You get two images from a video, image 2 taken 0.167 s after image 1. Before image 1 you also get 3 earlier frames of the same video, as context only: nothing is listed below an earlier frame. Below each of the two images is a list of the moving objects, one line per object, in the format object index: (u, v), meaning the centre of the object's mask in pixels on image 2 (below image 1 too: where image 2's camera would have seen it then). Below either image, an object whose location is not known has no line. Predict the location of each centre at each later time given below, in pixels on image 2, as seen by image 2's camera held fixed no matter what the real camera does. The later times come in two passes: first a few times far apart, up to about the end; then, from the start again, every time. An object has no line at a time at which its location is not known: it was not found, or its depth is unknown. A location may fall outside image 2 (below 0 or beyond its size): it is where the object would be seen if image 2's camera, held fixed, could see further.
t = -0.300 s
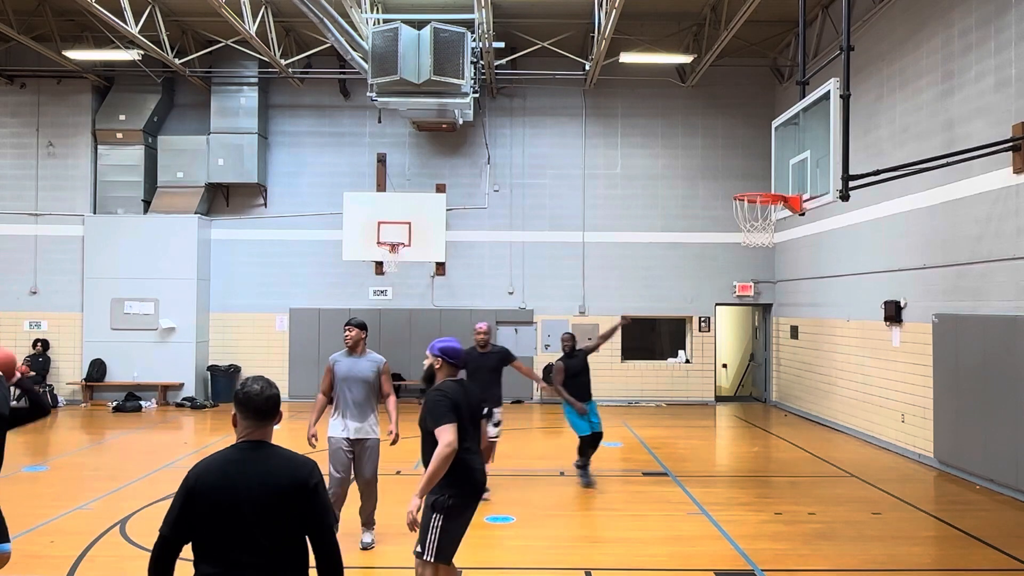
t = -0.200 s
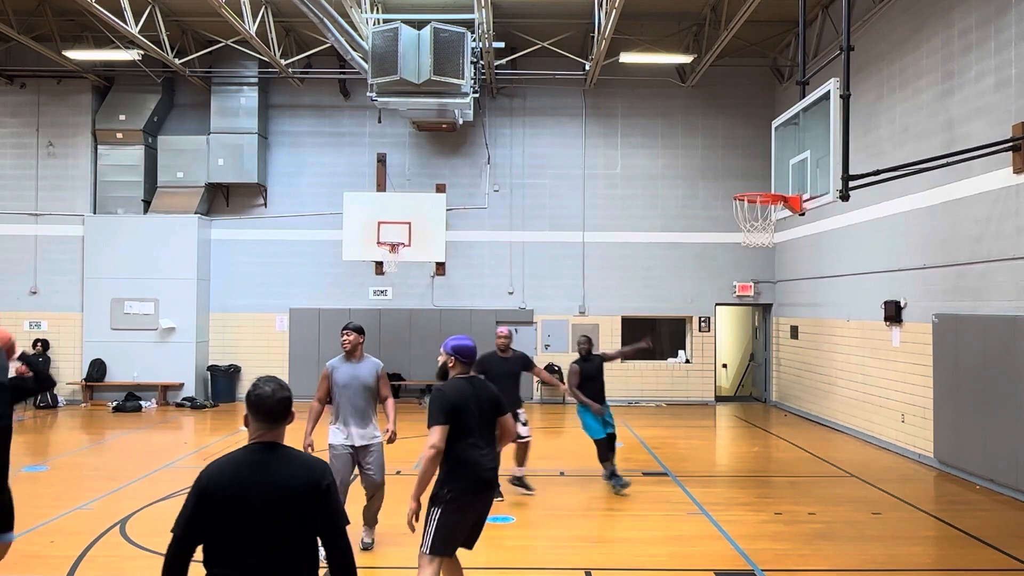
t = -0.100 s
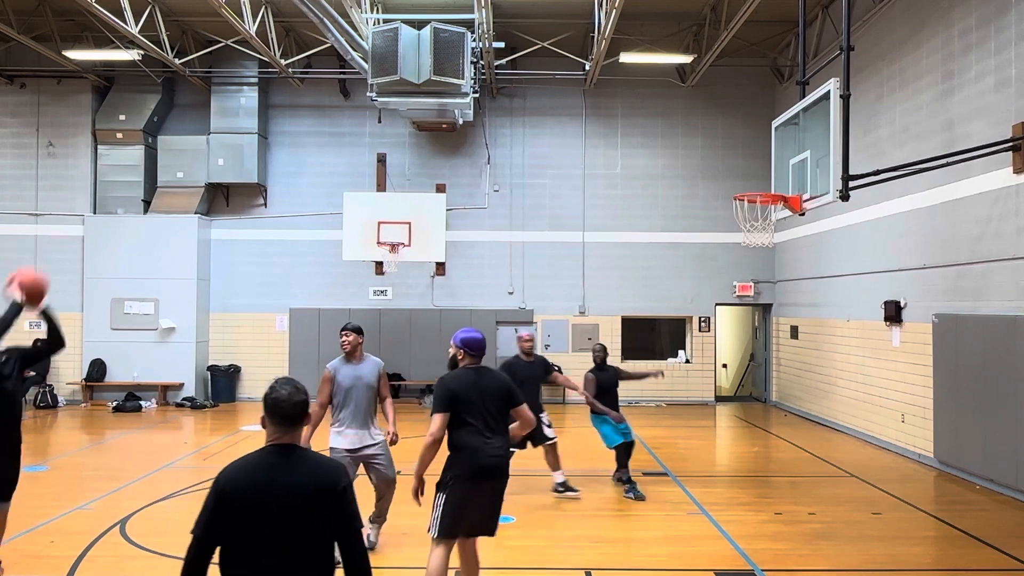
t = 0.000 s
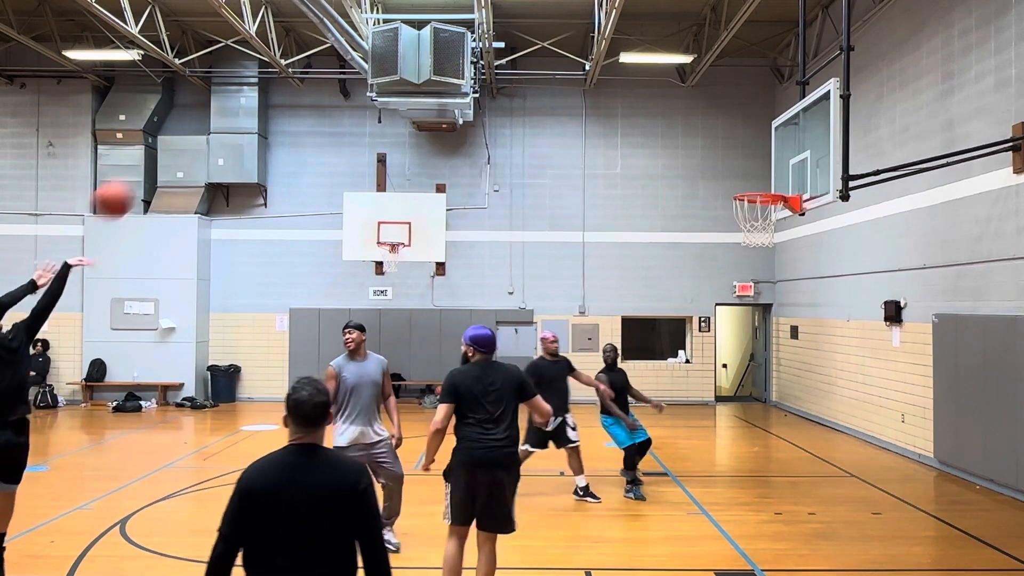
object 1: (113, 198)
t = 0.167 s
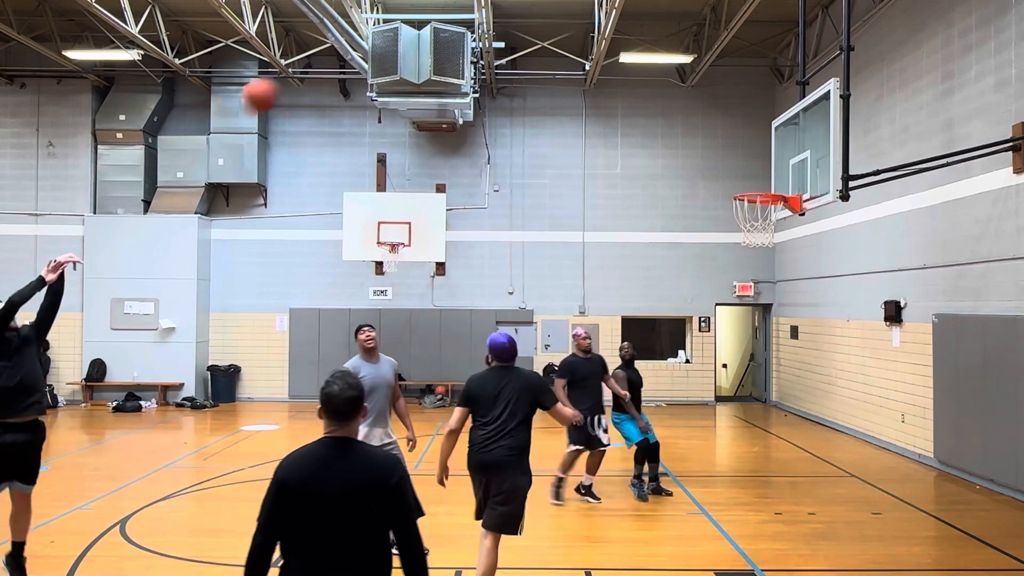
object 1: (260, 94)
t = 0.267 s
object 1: (336, 57)
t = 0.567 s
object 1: (534, 26)
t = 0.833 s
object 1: (675, 83)
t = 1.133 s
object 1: (788, 162)
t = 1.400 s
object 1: (742, 122)
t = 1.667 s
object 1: (699, 151)
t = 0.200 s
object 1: (286, 81)
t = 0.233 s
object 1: (312, 68)
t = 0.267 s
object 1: (336, 57)
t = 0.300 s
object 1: (363, 46)
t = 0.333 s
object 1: (385, 40)
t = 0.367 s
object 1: (408, 33)
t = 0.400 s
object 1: (431, 28)
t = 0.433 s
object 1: (452, 25)
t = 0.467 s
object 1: (474, 23)
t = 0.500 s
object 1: (496, 23)
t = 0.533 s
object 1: (514, 23)
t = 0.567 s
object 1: (534, 26)
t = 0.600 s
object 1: (553, 28)
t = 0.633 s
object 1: (572, 34)
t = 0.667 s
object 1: (589, 39)
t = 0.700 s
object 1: (609, 46)
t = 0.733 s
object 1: (624, 53)
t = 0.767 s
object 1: (643, 64)
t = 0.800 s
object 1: (660, 73)
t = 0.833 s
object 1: (675, 83)
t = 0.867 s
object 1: (691, 95)
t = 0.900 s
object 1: (706, 107)
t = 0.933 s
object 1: (721, 121)
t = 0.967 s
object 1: (736, 136)
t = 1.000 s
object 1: (751, 151)
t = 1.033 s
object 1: (765, 167)
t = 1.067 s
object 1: (779, 183)
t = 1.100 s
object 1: (784, 174)
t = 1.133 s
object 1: (788, 162)
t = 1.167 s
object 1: (784, 153)
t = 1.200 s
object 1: (777, 145)
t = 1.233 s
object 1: (771, 138)
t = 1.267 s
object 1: (765, 133)
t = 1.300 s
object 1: (760, 128)
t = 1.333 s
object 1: (753, 125)
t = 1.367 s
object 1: (748, 123)
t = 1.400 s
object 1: (742, 122)
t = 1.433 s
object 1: (736, 122)
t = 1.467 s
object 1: (731, 123)
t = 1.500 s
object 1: (725, 125)
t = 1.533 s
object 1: (720, 128)
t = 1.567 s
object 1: (714, 132)
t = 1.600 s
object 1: (709, 138)
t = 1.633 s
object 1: (704, 144)
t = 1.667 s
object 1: (699, 151)
